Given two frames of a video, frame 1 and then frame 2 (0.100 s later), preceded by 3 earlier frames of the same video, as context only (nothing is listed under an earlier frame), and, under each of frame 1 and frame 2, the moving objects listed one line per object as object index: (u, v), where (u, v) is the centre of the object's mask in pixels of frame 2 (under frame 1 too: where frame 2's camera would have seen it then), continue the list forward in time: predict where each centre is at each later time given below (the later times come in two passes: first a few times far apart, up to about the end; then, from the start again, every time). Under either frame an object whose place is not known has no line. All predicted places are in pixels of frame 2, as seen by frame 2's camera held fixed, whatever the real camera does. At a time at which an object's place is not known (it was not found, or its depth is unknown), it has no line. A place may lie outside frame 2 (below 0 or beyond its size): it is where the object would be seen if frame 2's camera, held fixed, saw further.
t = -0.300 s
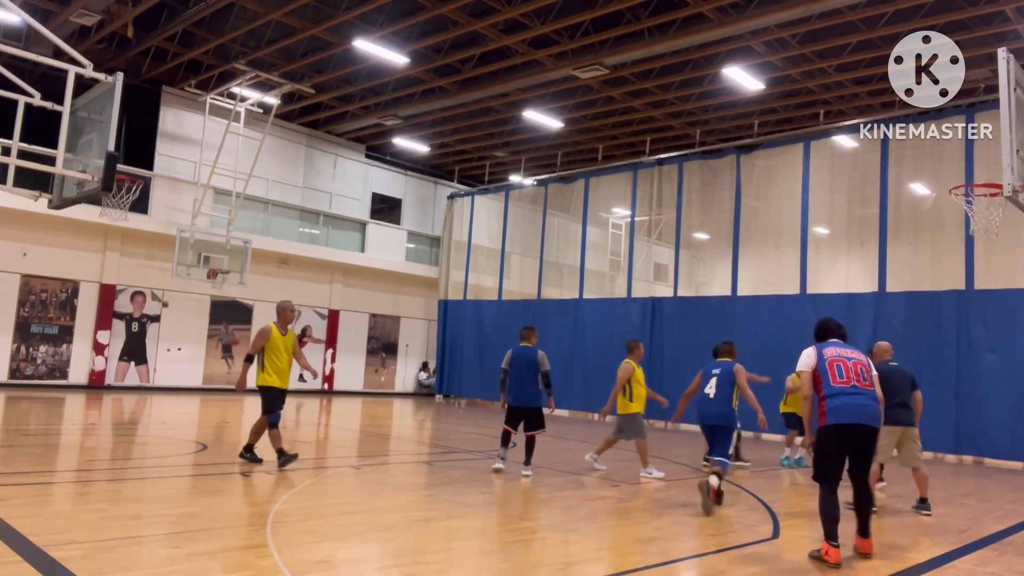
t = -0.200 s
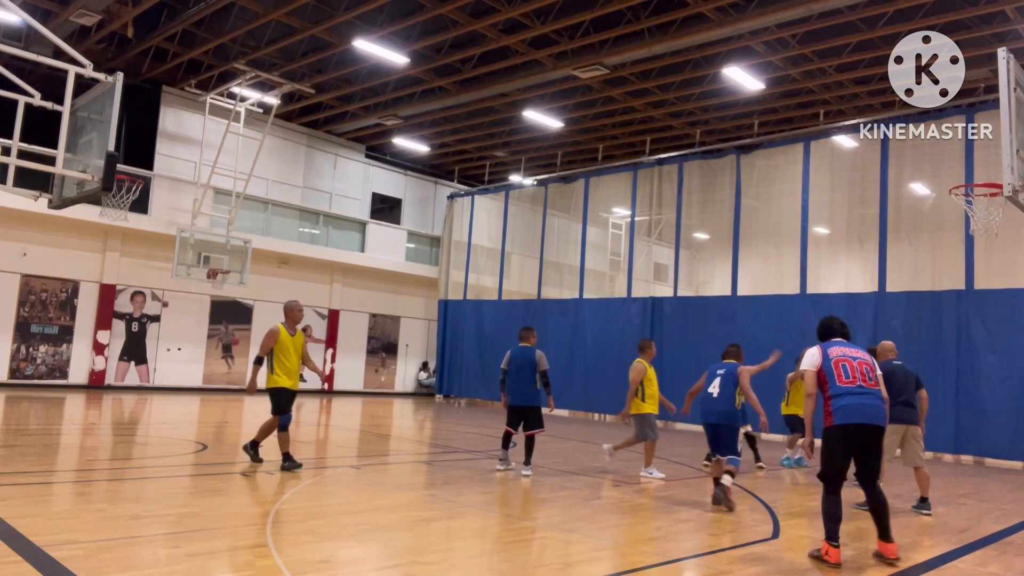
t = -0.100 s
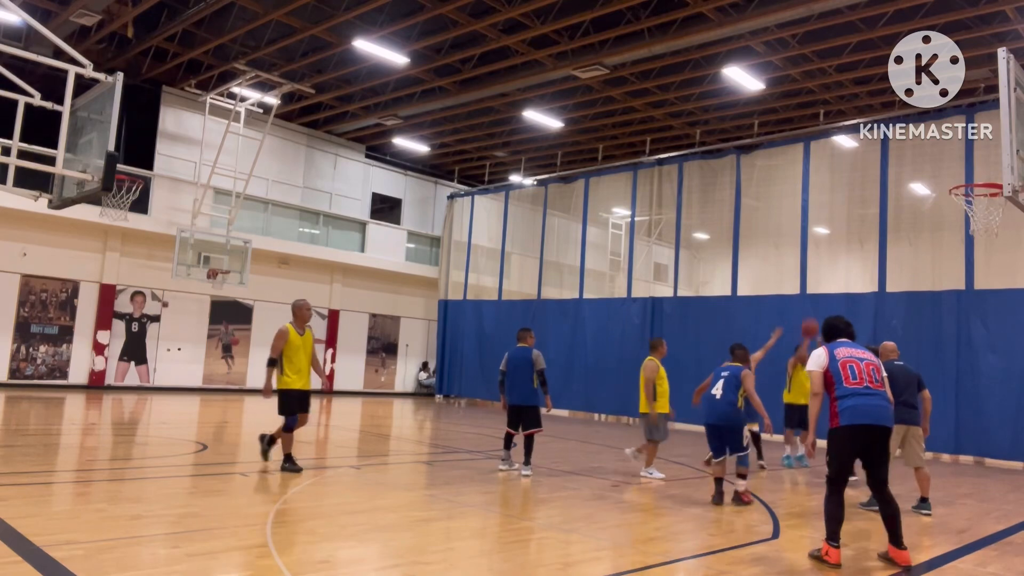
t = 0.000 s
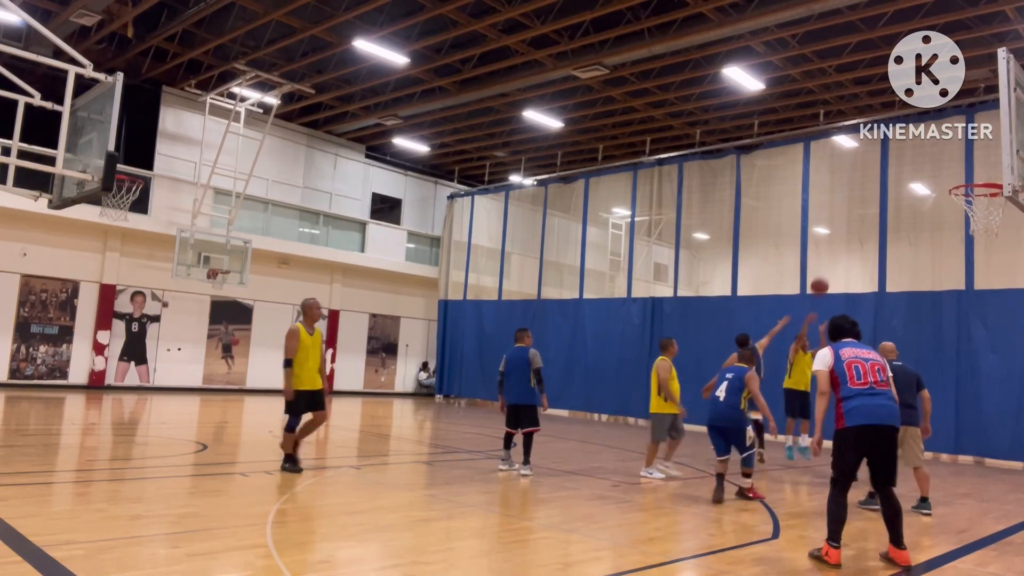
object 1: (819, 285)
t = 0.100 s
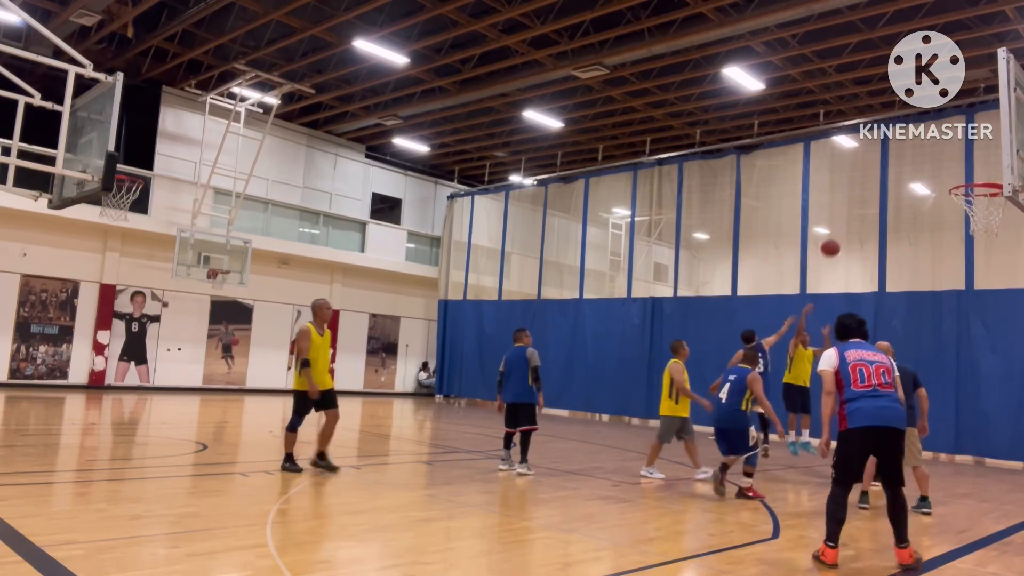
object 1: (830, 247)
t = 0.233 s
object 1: (845, 205)
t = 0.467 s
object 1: (875, 156)
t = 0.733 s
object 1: (915, 149)
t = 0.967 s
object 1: (938, 172)
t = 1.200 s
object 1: (908, 176)
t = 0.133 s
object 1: (834, 236)
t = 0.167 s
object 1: (838, 225)
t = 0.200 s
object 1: (842, 215)
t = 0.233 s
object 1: (845, 205)
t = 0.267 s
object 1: (849, 196)
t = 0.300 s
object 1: (853, 187)
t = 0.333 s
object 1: (857, 179)
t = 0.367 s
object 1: (861, 173)
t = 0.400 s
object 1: (866, 166)
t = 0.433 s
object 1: (870, 160)
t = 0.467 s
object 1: (875, 156)
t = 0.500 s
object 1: (880, 152)
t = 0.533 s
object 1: (884, 149)
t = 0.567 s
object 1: (889, 147)
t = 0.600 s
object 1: (894, 146)
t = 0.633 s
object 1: (899, 147)
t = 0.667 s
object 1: (905, 147)
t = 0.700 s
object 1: (910, 147)
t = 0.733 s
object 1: (915, 149)
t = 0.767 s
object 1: (921, 153)
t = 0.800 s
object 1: (927, 157)
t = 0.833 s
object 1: (933, 164)
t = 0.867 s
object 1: (939, 171)
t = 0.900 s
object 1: (945, 179)
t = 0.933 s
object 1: (942, 176)
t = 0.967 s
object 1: (938, 172)
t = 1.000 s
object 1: (934, 169)
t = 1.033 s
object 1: (930, 167)
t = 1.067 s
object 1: (926, 167)
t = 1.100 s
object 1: (921, 167)
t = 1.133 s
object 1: (917, 169)
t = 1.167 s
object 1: (913, 172)
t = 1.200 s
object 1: (908, 176)
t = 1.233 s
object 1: (904, 182)
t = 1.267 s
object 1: (899, 189)
